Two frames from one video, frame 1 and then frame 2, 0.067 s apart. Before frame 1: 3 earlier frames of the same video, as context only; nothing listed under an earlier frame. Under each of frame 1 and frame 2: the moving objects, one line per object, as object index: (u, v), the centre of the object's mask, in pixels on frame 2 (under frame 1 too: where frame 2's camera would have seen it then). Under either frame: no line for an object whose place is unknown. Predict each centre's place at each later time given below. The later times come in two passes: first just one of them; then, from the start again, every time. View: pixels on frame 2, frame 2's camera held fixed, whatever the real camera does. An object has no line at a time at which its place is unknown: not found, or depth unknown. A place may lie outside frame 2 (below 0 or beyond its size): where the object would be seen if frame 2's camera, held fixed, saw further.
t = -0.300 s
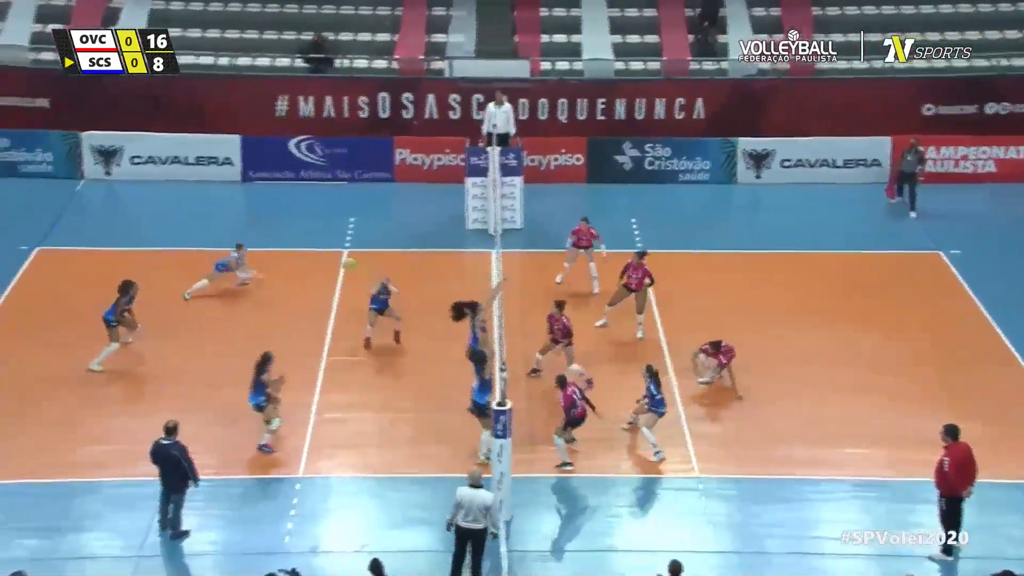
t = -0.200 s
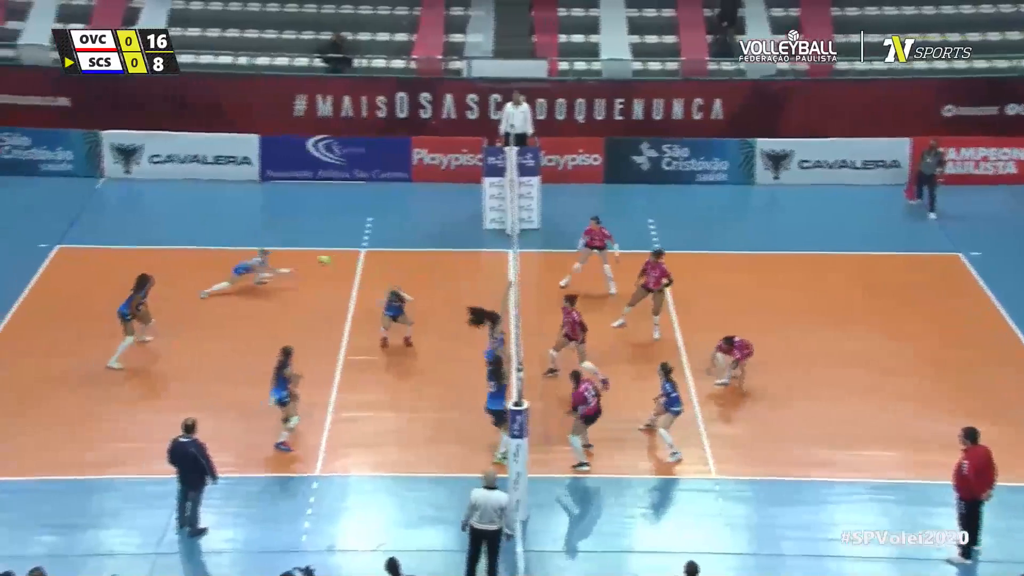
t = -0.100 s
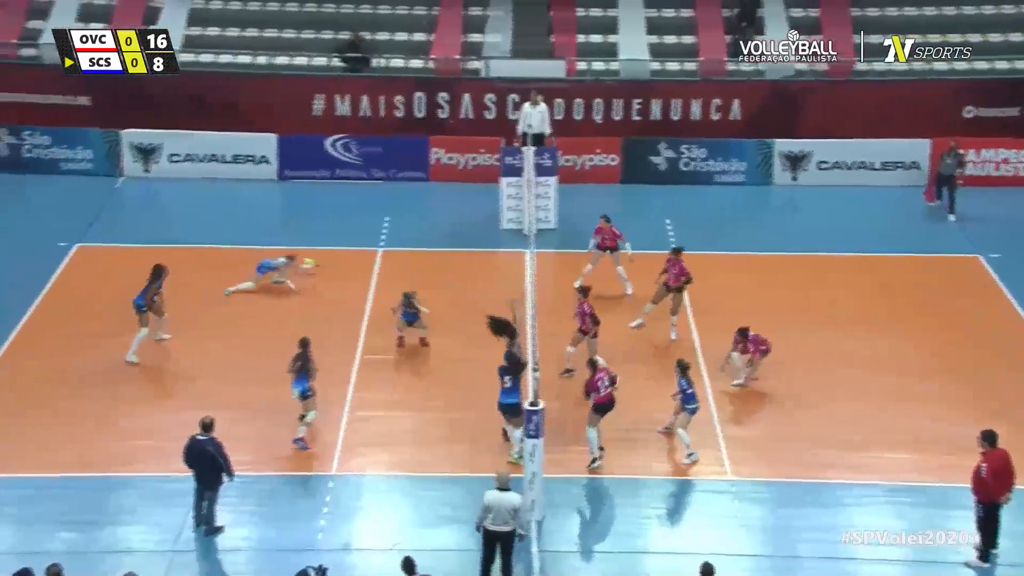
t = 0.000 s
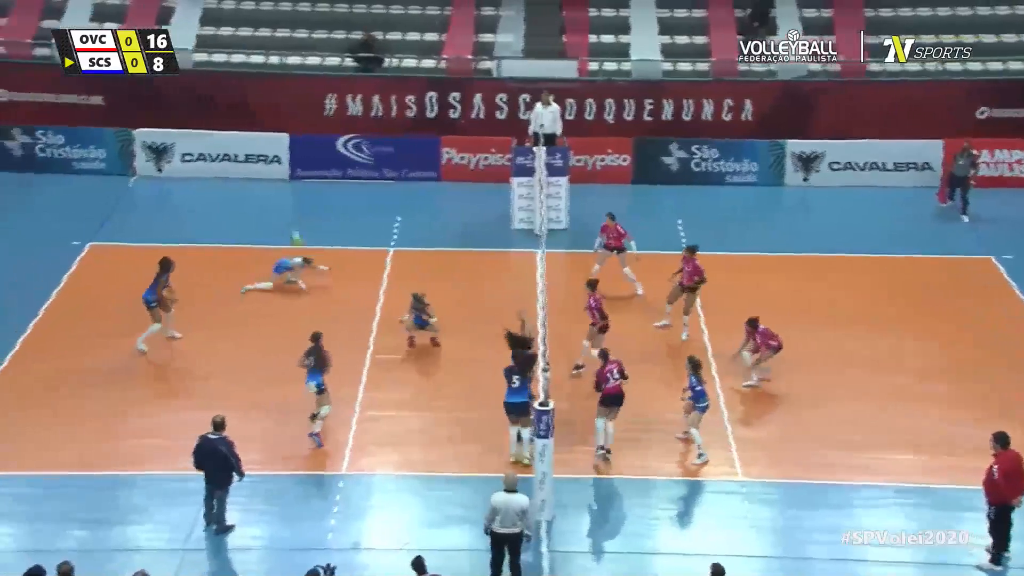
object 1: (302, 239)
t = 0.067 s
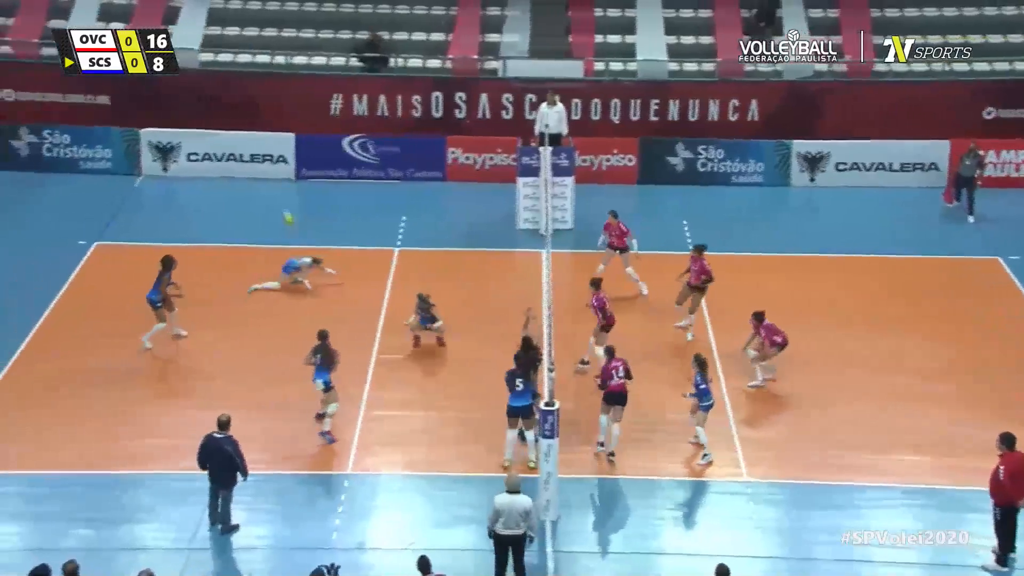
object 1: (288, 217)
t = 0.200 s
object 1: (261, 185)
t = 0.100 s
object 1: (281, 208)
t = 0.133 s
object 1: (274, 200)
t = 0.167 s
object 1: (268, 191)
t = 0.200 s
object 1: (261, 185)
